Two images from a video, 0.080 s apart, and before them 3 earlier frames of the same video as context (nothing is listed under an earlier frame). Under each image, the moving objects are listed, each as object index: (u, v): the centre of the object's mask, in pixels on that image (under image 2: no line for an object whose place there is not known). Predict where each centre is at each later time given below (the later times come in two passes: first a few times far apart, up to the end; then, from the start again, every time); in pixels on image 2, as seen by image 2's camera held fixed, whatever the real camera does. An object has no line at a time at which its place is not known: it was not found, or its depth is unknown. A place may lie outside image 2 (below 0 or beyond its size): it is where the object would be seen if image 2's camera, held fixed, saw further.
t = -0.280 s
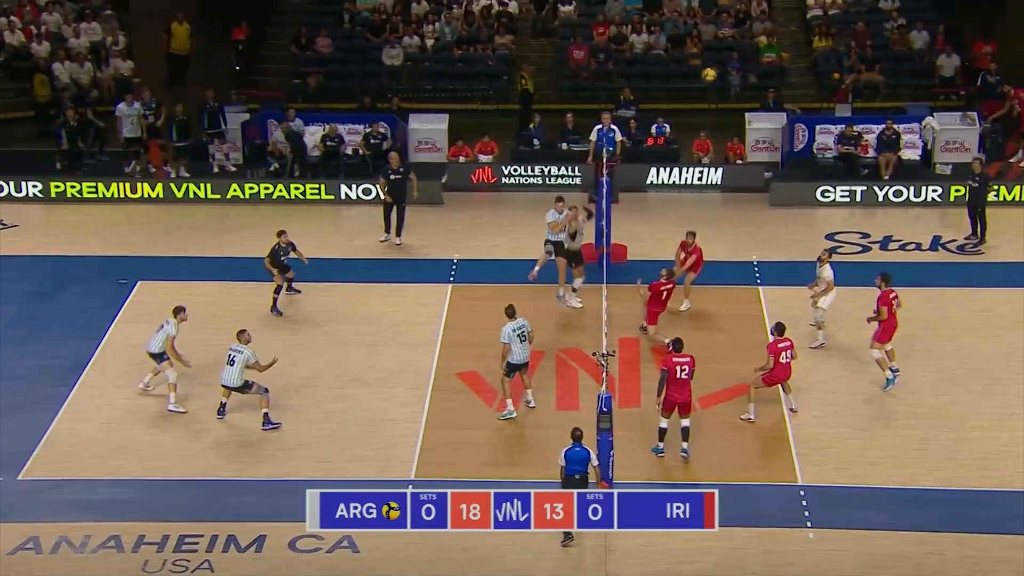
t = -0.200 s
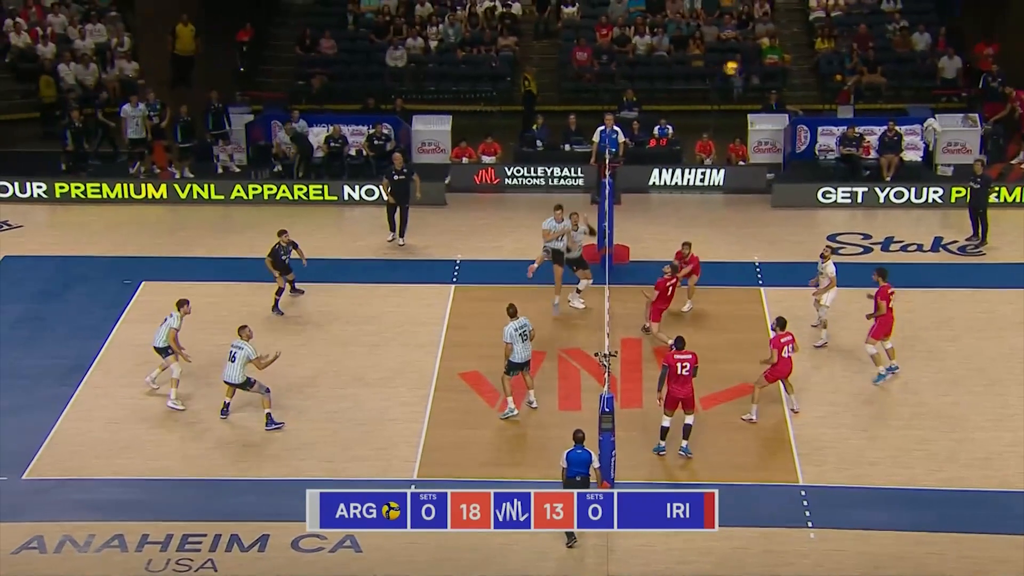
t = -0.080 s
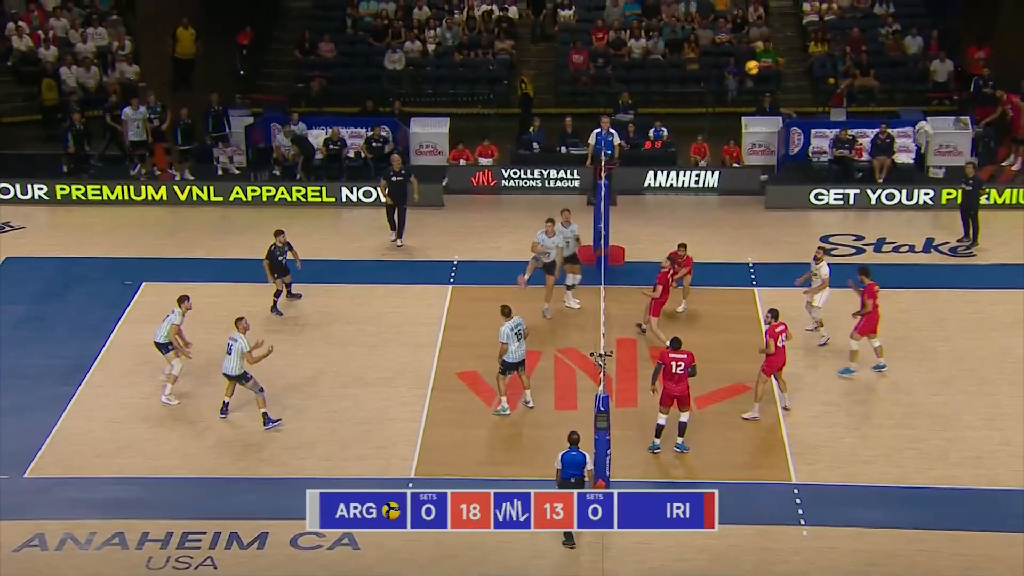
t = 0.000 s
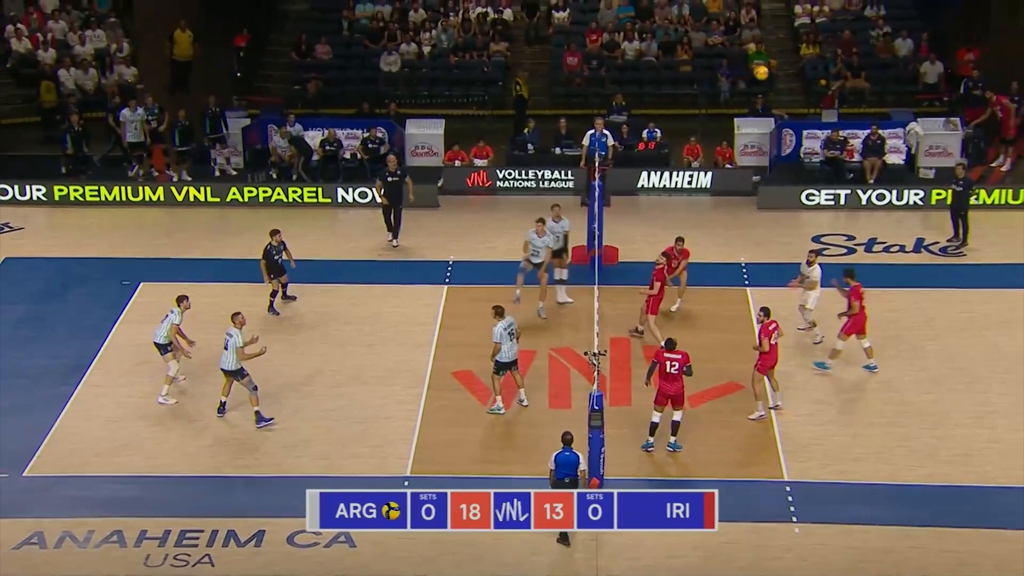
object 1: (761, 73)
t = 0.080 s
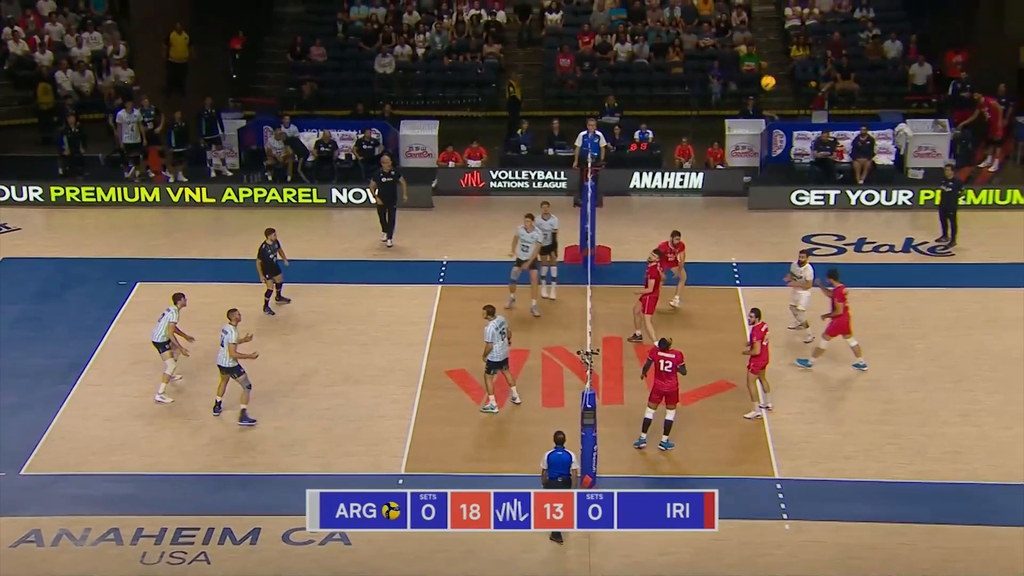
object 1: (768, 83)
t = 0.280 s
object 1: (800, 126)
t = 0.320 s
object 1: (806, 138)
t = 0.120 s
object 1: (774, 89)
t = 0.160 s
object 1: (781, 96)
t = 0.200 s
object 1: (787, 105)
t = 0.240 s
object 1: (794, 116)
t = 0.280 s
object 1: (800, 126)
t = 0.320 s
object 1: (806, 138)
